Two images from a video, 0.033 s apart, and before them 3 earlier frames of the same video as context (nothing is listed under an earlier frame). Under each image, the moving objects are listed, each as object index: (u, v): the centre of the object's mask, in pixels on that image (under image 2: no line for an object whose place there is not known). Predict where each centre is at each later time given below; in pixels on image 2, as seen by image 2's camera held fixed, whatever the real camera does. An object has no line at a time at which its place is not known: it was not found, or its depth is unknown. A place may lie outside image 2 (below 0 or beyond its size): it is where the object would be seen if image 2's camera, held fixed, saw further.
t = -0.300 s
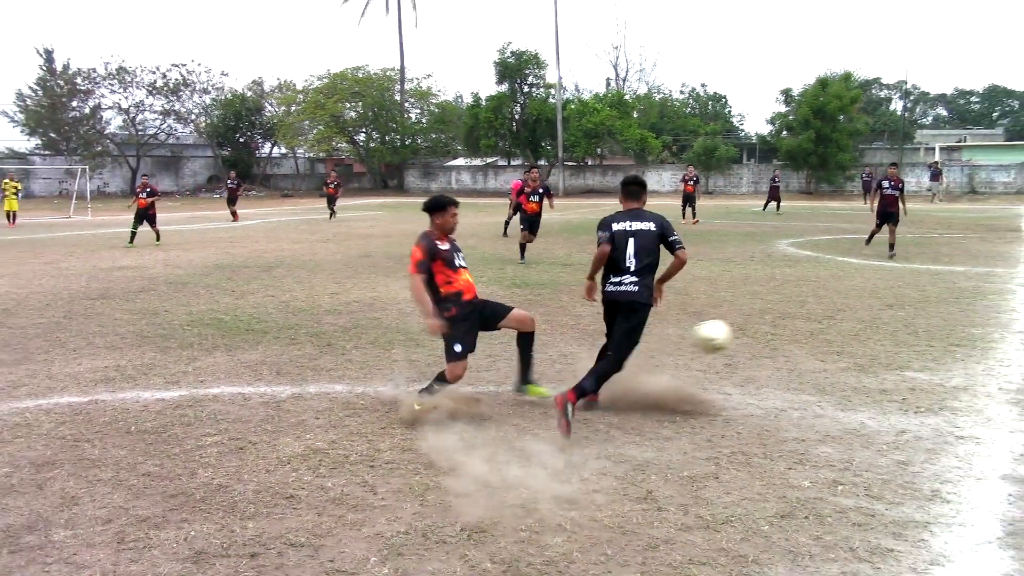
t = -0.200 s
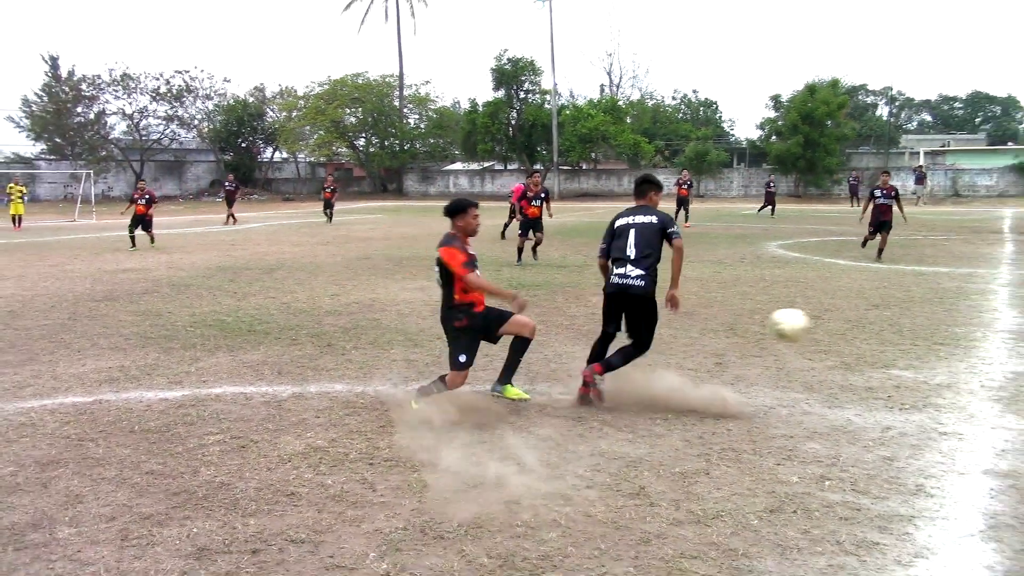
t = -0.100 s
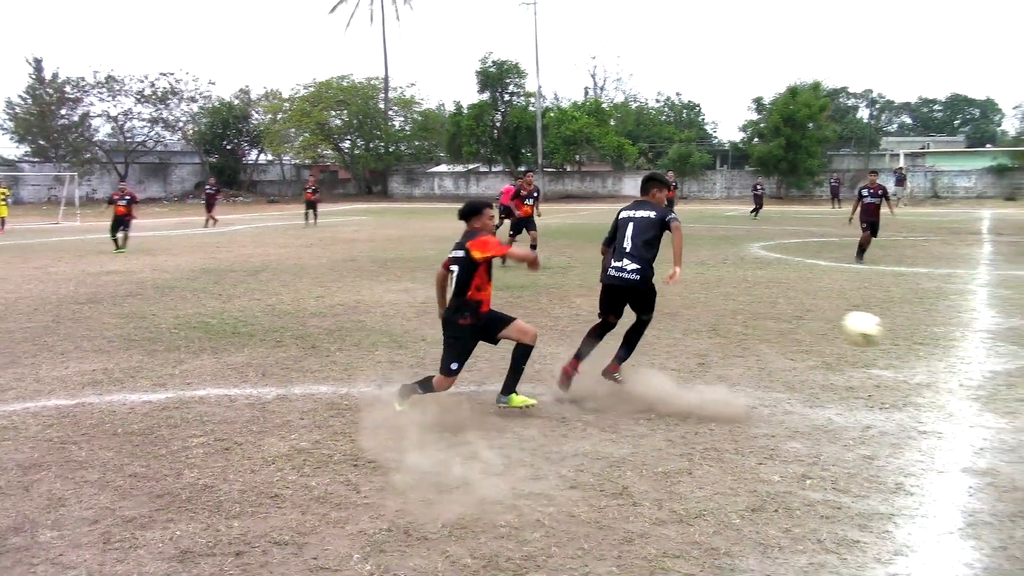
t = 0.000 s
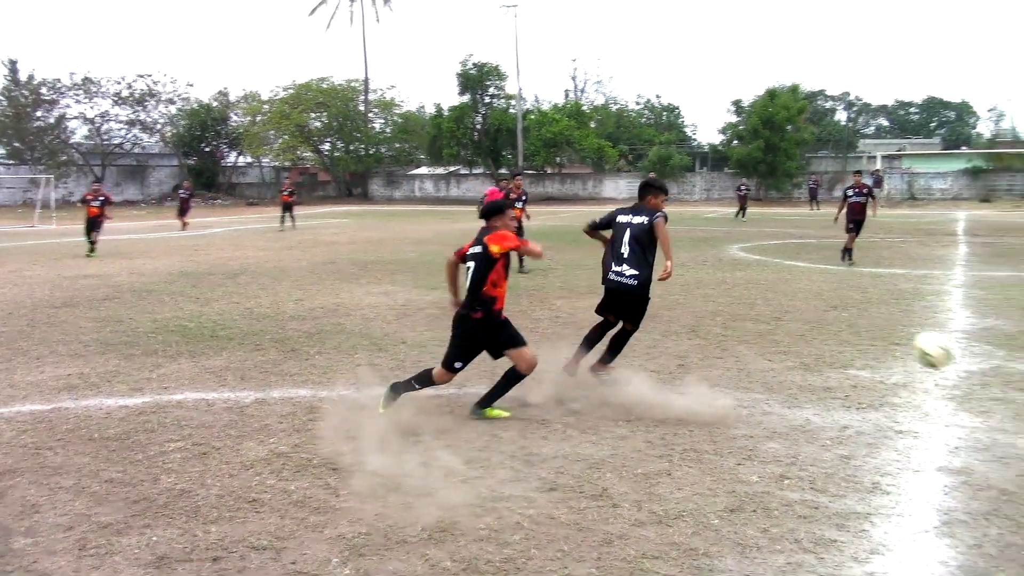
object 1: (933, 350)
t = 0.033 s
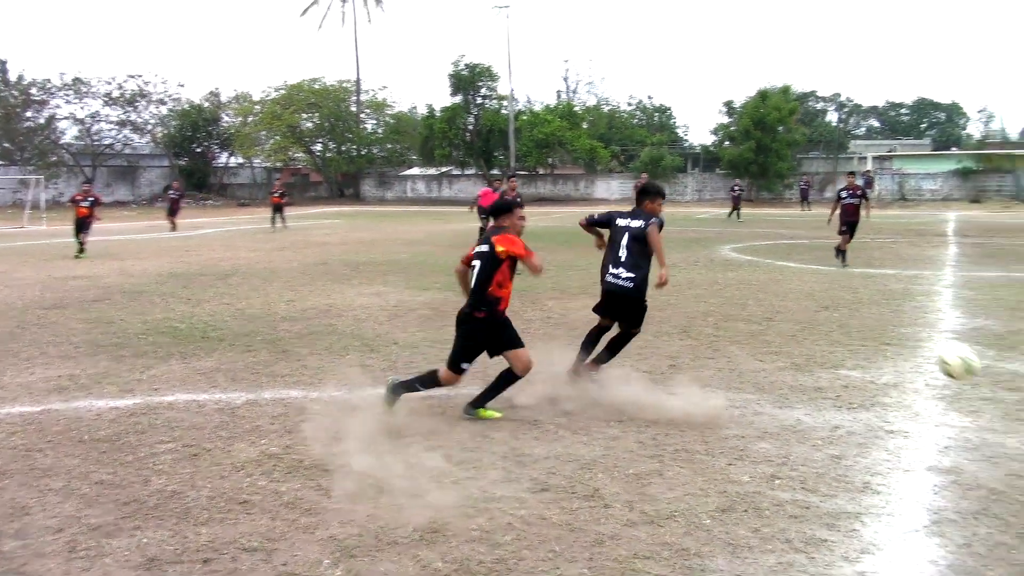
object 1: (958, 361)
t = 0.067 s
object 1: (989, 373)
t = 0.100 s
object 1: (1023, 388)
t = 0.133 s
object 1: (1051, 404)
